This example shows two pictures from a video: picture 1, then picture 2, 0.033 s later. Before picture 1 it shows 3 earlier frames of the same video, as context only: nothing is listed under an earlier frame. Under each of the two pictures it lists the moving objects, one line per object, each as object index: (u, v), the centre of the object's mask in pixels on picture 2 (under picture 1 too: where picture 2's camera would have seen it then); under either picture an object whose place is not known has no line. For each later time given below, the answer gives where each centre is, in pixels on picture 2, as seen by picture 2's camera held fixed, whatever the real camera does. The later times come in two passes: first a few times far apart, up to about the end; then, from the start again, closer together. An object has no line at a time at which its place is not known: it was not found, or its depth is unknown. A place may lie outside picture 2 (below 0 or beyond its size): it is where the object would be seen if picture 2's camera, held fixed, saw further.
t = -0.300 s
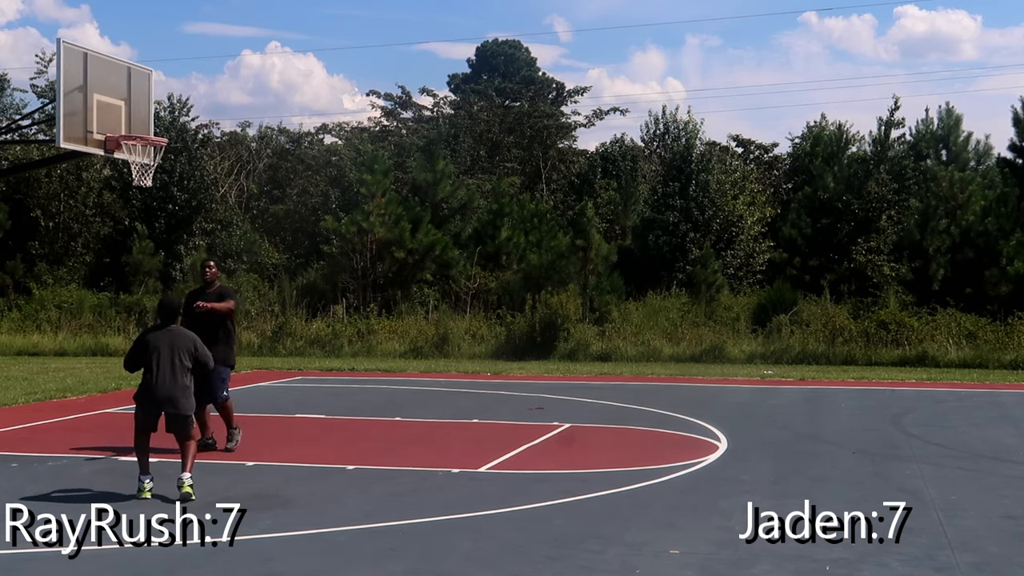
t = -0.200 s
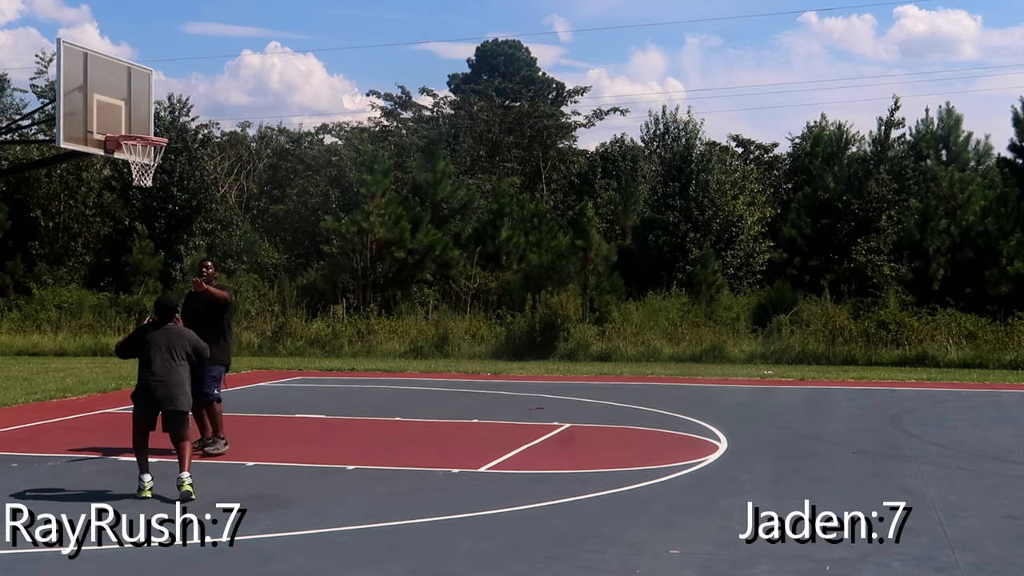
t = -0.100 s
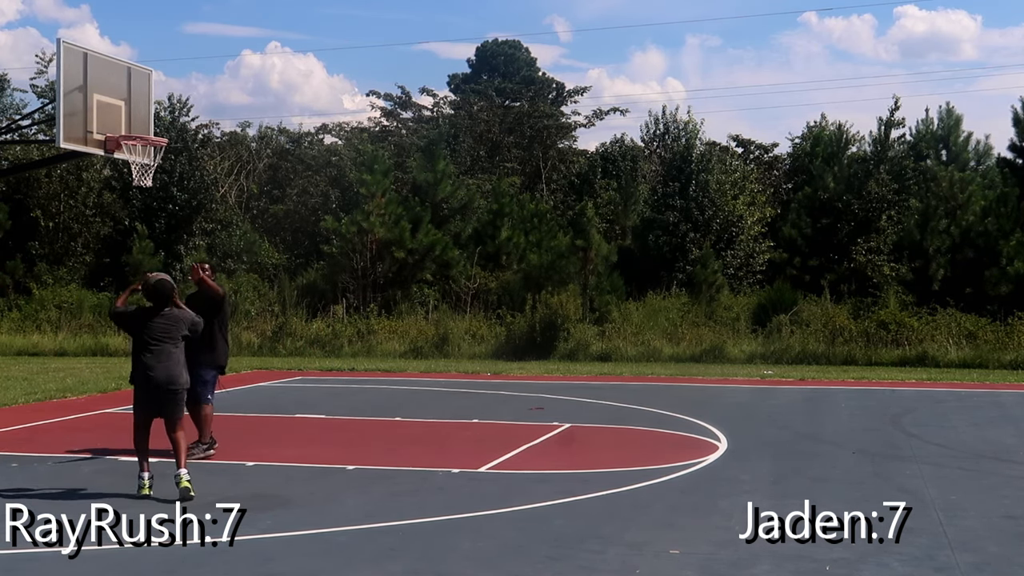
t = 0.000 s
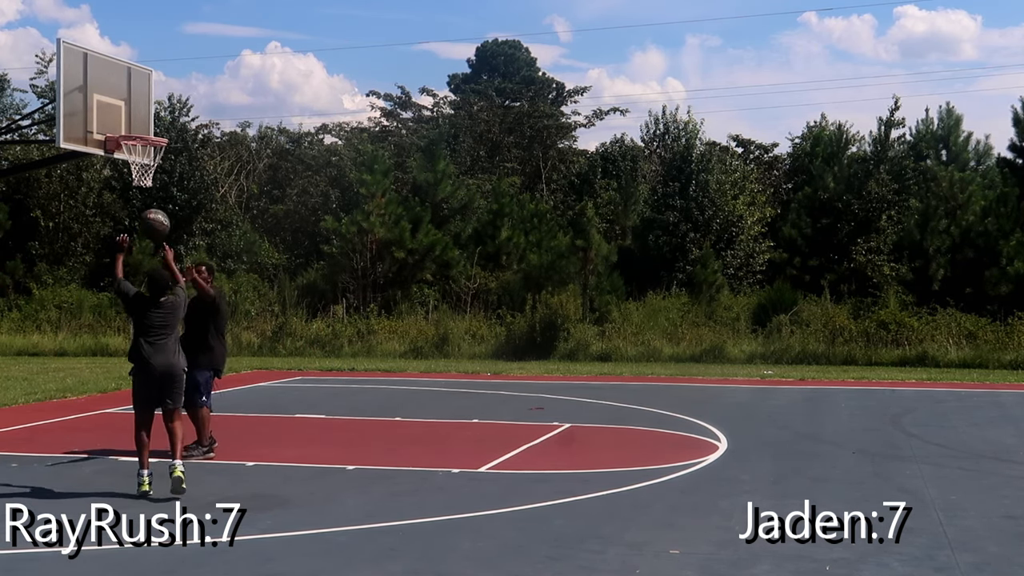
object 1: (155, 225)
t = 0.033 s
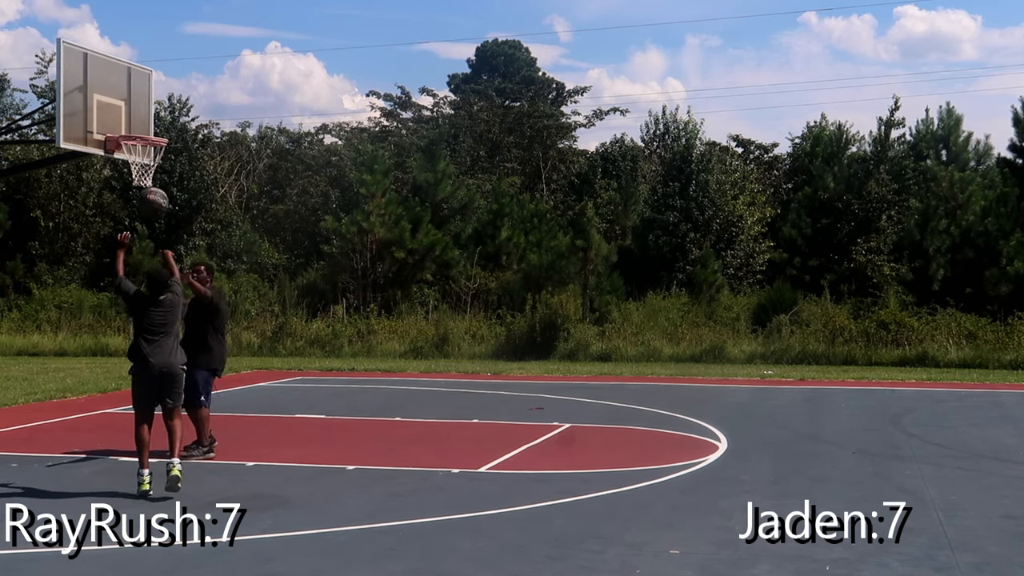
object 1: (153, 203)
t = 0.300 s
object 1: (144, 89)
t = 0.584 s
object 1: (138, 70)
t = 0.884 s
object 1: (132, 129)
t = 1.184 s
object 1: (234, 113)
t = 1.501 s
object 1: (344, 183)
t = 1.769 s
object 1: (432, 322)
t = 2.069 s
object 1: (519, 342)
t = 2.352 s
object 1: (581, 255)
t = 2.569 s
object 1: (627, 240)
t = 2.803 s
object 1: (680, 270)
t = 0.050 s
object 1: (151, 192)
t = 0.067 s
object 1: (151, 183)
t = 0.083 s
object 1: (151, 173)
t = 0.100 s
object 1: (150, 164)
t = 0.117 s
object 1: (149, 155)
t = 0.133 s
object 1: (149, 147)
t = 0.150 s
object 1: (148, 139)
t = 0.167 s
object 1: (148, 132)
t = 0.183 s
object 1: (148, 125)
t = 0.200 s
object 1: (147, 119)
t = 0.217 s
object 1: (146, 113)
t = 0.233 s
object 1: (146, 107)
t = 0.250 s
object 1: (145, 102)
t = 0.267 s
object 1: (145, 97)
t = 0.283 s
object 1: (144, 93)
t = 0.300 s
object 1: (144, 89)
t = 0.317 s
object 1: (143, 85)
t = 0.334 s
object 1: (143, 82)
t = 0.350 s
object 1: (142, 79)
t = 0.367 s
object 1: (142, 76)
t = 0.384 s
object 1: (142, 73)
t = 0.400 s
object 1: (141, 72)
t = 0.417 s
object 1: (141, 70)
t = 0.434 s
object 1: (140, 68)
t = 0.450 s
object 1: (140, 67)
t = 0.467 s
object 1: (140, 67)
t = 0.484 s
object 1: (139, 66)
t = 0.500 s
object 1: (139, 66)
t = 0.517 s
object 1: (139, 66)
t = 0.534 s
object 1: (139, 67)
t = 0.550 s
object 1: (138, 67)
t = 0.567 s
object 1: (138, 68)
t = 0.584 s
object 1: (138, 70)
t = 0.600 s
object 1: (137, 71)
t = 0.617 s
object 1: (137, 73)
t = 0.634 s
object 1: (136, 75)
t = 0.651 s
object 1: (136, 78)
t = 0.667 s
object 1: (135, 80)
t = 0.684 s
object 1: (135, 83)
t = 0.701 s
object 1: (135, 86)
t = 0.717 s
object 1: (135, 90)
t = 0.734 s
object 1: (134, 93)
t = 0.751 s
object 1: (134, 97)
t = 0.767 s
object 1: (134, 101)
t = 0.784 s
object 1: (134, 105)
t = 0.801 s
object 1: (133, 110)
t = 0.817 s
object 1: (133, 115)
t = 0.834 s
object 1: (133, 119)
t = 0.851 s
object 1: (133, 125)
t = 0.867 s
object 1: (132, 127)
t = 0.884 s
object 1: (132, 129)
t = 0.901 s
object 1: (139, 127)
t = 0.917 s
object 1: (145, 125)
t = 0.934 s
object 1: (150, 123)
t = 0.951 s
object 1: (155, 121)
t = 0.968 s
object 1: (161, 118)
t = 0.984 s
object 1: (166, 116)
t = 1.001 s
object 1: (172, 114)
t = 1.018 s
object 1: (178, 113)
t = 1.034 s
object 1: (184, 112)
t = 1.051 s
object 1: (189, 111)
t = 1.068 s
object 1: (195, 110)
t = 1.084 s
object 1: (200, 110)
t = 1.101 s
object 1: (206, 110)
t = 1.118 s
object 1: (212, 110)
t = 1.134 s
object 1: (217, 111)
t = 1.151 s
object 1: (223, 111)
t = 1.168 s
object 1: (229, 112)
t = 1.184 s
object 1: (234, 113)
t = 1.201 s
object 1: (240, 115)
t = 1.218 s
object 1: (246, 117)
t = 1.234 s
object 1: (252, 119)
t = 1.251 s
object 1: (257, 121)
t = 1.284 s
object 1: (268, 126)
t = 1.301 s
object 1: (273, 128)
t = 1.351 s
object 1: (290, 139)
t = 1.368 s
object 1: (295, 144)
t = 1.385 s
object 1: (302, 146)
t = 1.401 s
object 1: (309, 150)
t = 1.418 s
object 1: (315, 155)
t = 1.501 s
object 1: (344, 183)
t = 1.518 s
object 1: (349, 190)
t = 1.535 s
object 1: (354, 198)
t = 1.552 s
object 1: (361, 204)
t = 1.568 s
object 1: (366, 212)
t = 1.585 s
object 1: (371, 220)
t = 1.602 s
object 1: (376, 227)
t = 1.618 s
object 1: (384, 234)
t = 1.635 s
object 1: (389, 243)
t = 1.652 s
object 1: (395, 251)
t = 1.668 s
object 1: (401, 260)
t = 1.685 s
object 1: (407, 270)
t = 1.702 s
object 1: (411, 279)
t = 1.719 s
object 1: (418, 289)
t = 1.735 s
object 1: (422, 300)
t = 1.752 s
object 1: (427, 311)
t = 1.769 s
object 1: (432, 322)
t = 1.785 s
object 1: (438, 333)
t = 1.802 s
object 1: (445, 344)
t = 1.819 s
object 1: (449, 356)
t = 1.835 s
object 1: (455, 368)
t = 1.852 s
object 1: (460, 380)
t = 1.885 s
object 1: (471, 405)
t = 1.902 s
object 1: (477, 418)
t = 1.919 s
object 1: (481, 424)
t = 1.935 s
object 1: (485, 414)
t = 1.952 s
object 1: (489, 404)
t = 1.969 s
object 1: (493, 395)
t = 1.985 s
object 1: (496, 386)
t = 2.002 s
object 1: (500, 378)
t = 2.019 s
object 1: (504, 369)
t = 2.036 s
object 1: (508, 361)
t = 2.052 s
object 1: (512, 353)
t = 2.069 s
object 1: (519, 342)
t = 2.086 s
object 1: (523, 335)
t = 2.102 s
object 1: (524, 329)
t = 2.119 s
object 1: (527, 323)
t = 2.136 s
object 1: (532, 316)
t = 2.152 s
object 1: (536, 309)
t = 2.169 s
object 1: (541, 303)
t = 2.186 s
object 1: (544, 298)
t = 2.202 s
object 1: (547, 293)
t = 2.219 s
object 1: (551, 288)
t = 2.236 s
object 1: (554, 284)
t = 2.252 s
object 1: (559, 277)
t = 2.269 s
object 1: (563, 274)
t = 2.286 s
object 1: (566, 270)
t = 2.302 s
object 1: (569, 266)
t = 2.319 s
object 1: (573, 262)
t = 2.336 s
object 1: (578, 257)
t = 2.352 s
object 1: (581, 255)
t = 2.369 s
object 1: (585, 253)
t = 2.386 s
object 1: (588, 251)
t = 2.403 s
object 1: (591, 250)
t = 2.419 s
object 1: (596, 246)
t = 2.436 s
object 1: (599, 245)
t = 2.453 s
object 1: (601, 244)
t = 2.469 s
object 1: (606, 242)
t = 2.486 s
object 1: (610, 241)
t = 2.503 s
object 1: (613, 240)
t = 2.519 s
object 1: (617, 240)
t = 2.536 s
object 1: (620, 239)
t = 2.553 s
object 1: (625, 239)
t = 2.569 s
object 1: (627, 240)
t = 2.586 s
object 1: (632, 241)
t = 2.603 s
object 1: (635, 242)
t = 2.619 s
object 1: (638, 243)
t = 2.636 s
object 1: (643, 244)
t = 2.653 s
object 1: (646, 245)
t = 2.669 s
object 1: (649, 247)
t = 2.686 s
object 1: (653, 251)
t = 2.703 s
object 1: (657, 252)
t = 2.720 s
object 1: (660, 255)
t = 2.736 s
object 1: (665, 258)
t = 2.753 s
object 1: (668, 260)
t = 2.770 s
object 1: (673, 262)
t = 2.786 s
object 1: (676, 267)
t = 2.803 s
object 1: (680, 270)
